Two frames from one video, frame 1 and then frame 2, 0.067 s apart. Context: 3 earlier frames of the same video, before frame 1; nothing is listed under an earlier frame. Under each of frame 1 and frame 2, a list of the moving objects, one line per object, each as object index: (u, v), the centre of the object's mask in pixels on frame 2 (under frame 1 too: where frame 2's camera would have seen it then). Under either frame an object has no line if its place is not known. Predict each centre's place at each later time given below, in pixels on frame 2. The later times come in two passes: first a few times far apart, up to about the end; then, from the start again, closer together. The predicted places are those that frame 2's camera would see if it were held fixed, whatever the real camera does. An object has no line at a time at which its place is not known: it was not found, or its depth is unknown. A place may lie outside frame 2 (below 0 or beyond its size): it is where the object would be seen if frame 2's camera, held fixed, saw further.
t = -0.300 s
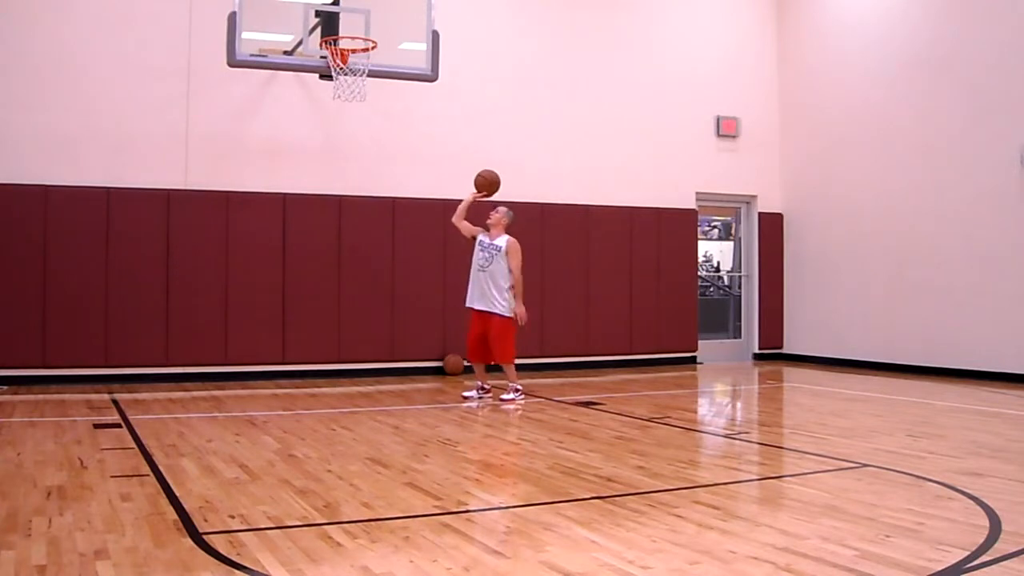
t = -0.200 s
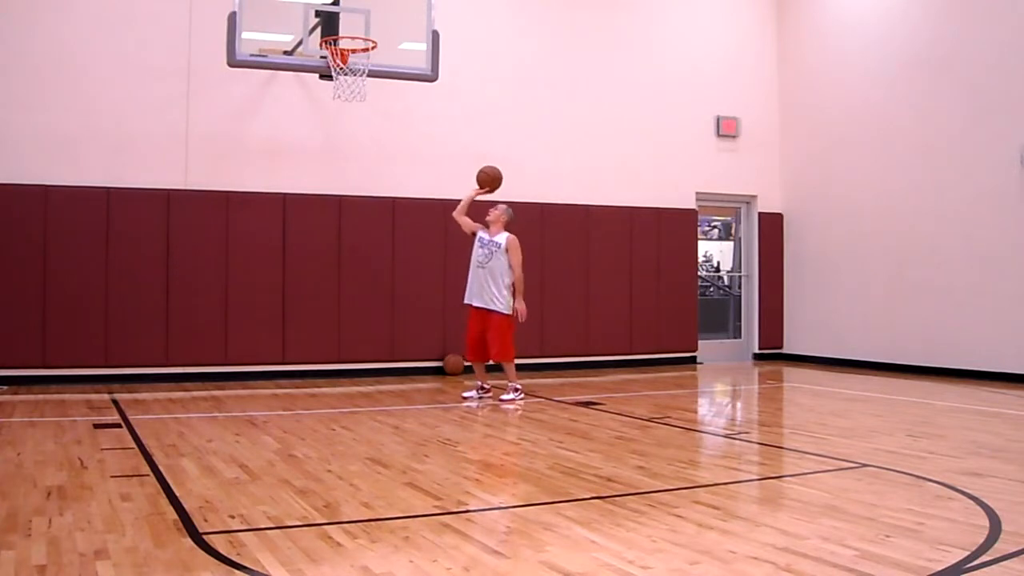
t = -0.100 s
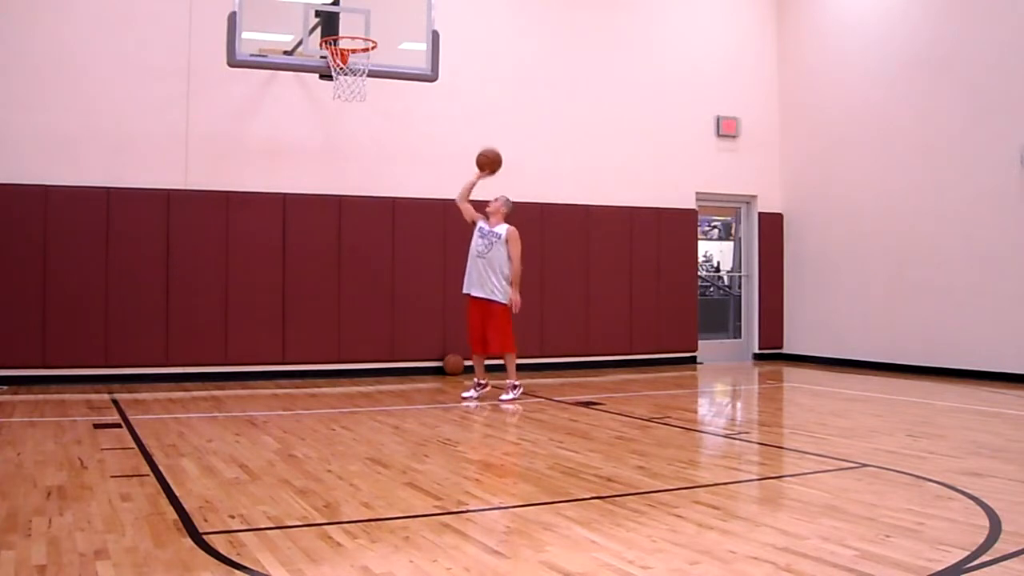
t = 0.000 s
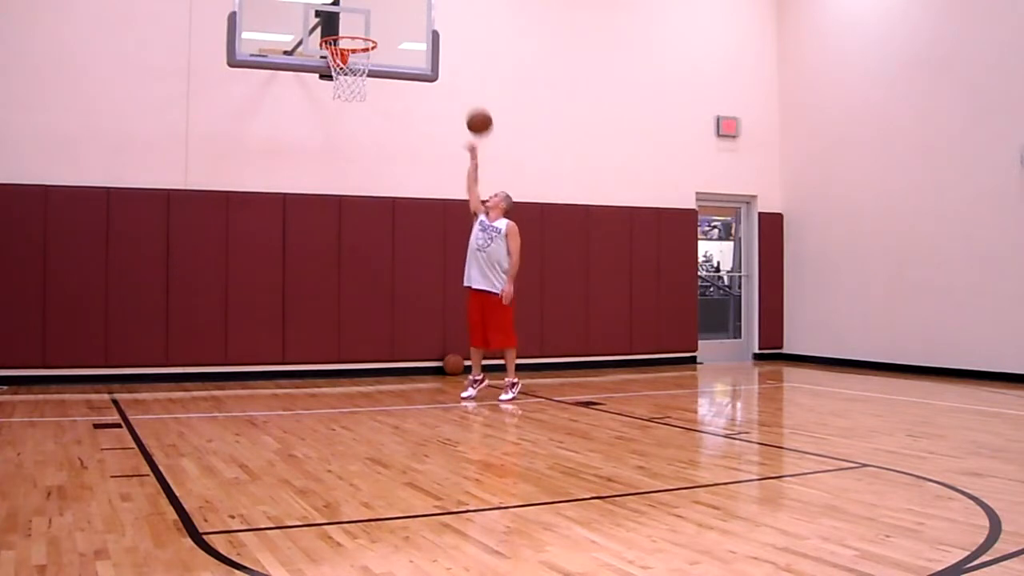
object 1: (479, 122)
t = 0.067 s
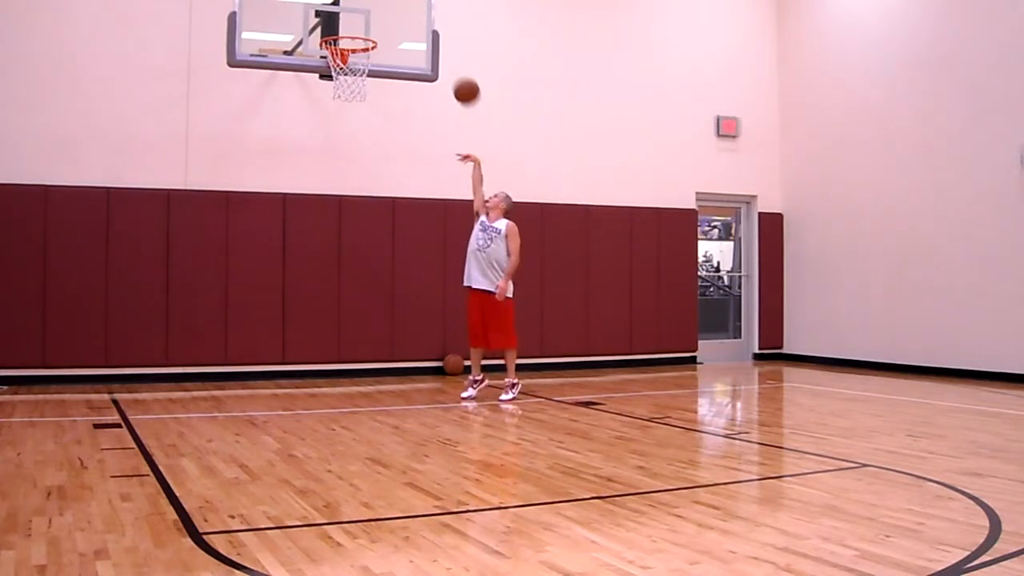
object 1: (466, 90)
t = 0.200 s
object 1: (440, 42)
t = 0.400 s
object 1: (402, 8)
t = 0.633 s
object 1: (355, 17)
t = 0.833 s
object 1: (360, 60)
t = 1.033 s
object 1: (374, 80)
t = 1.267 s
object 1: (379, 140)
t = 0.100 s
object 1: (460, 77)
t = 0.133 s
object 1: (453, 64)
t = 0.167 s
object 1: (447, 53)
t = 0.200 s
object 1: (440, 42)
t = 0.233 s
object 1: (434, 34)
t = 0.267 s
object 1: (428, 26)
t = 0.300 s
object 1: (421, 19)
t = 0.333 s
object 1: (415, 13)
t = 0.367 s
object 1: (408, 10)
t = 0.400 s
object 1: (402, 8)
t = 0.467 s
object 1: (389, 7)
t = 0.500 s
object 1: (382, 7)
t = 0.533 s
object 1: (376, 8)
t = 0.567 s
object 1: (369, 9)
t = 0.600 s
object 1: (362, 12)
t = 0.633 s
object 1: (355, 17)
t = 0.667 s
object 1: (348, 23)
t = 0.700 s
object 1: (341, 27)
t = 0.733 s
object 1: (334, 31)
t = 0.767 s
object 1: (347, 40)
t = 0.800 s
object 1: (348, 51)
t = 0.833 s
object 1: (360, 60)
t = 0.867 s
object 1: (363, 69)
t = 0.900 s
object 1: (368, 72)
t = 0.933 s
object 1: (370, 73)
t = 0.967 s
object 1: (372, 74)
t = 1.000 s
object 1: (373, 77)
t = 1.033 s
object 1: (374, 80)
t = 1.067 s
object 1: (375, 89)
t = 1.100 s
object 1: (375, 93)
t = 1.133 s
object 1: (376, 99)
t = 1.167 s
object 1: (377, 107)
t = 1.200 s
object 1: (377, 117)
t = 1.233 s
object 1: (378, 128)
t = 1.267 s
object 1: (379, 140)
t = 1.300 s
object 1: (379, 154)
